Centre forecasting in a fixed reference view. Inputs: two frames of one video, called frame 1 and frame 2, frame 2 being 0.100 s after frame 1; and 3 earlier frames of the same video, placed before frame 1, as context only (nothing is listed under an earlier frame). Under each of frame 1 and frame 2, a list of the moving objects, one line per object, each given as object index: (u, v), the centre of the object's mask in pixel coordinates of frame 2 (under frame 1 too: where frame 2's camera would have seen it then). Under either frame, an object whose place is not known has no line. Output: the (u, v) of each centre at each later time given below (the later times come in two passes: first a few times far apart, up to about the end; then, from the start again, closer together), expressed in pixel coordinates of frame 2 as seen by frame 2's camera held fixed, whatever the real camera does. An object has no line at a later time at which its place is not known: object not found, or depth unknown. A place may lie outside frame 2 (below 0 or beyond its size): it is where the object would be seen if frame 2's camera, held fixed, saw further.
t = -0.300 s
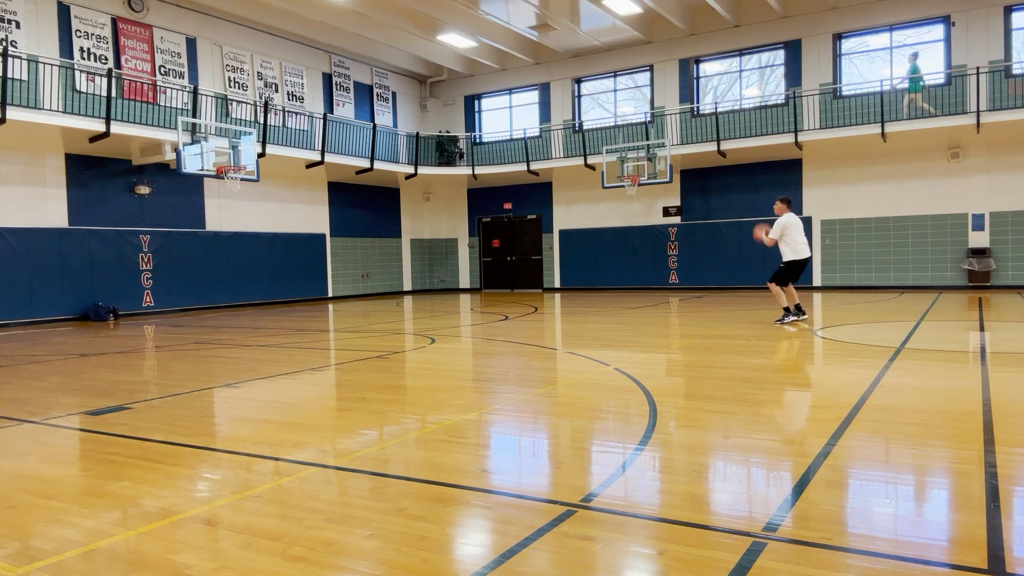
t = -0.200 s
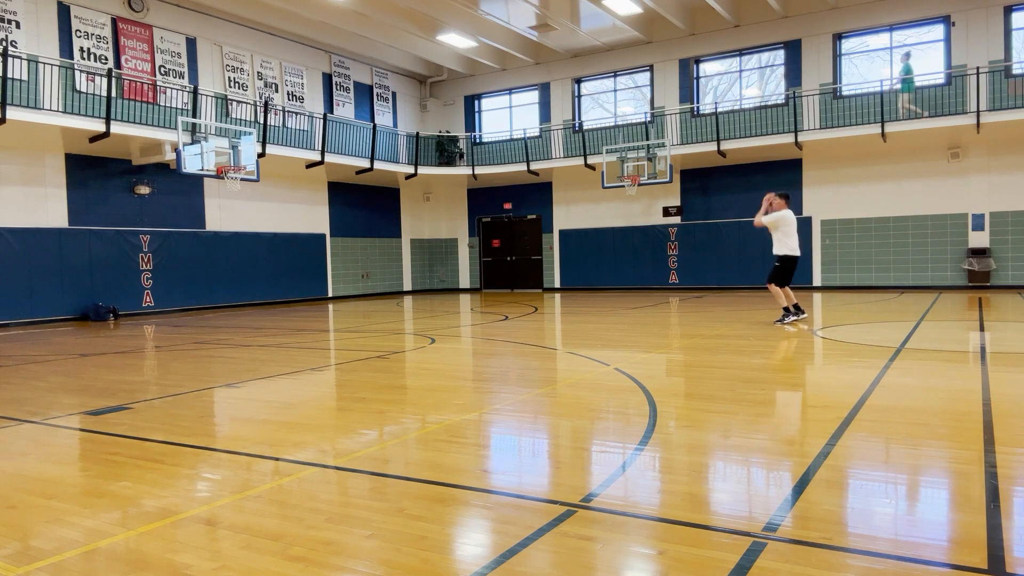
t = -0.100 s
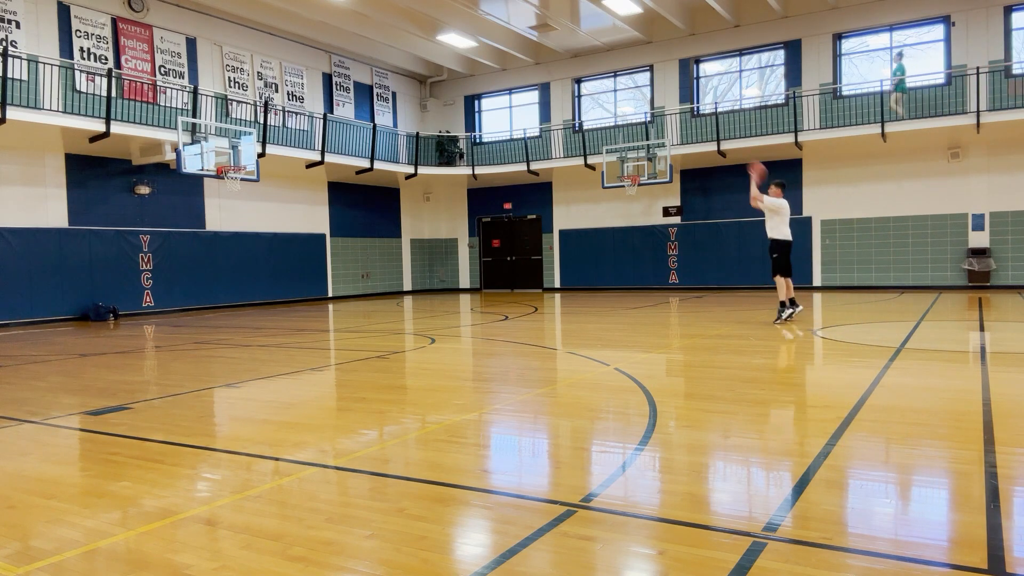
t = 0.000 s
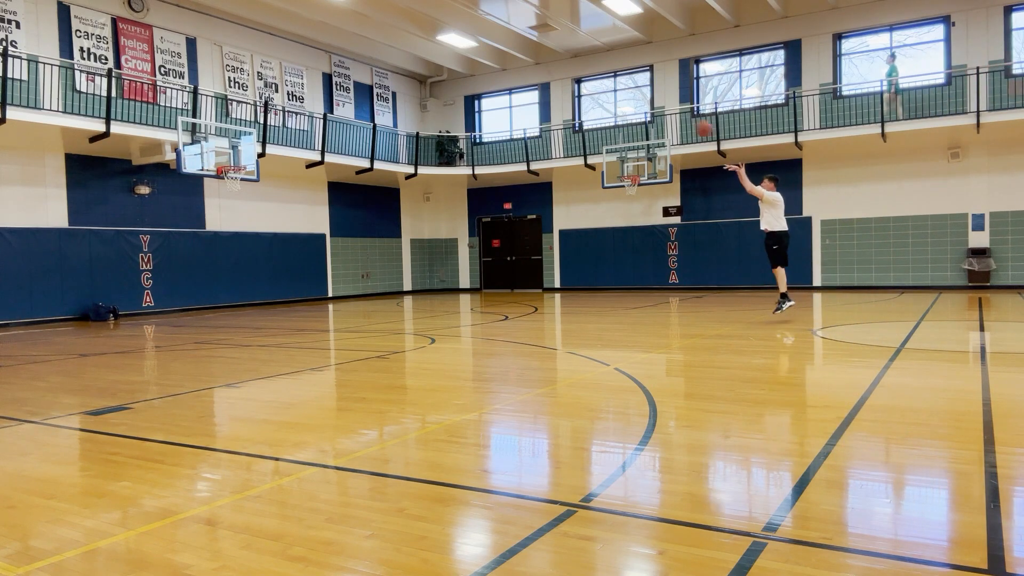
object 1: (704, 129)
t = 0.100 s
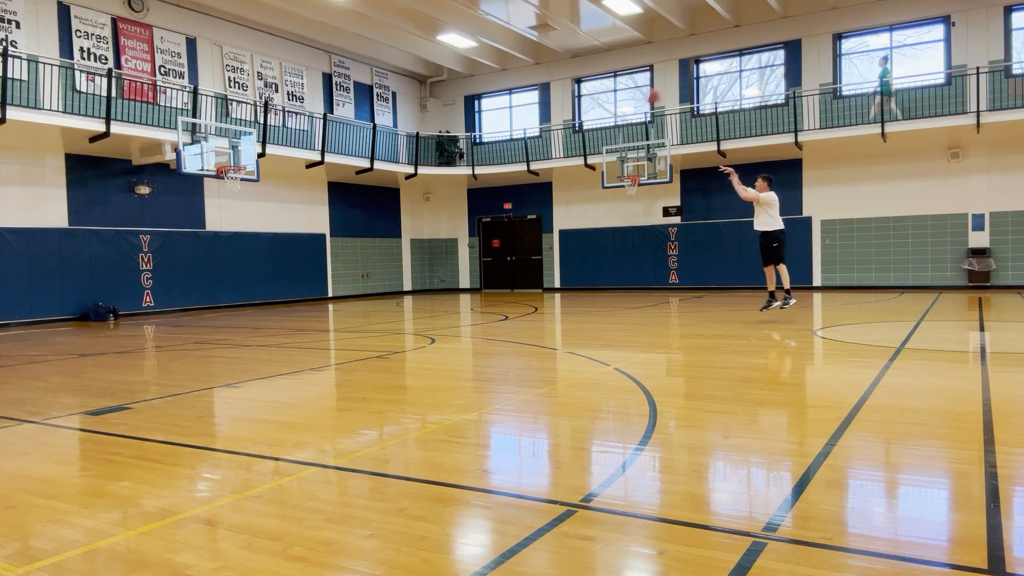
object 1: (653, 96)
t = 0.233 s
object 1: (588, 65)
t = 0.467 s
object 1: (489, 39)
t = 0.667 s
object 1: (415, 44)
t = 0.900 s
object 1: (339, 73)
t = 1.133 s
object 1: (271, 126)
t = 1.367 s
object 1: (223, 184)
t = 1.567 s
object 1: (224, 223)
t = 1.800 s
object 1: (226, 291)
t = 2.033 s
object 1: (230, 277)
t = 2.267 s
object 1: (236, 250)
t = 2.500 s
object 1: (243, 250)
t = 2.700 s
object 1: (250, 271)
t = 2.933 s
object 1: (258, 309)
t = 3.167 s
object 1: (261, 283)
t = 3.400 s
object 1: (265, 283)
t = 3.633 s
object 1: (271, 310)
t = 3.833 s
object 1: (274, 297)
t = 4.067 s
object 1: (279, 299)
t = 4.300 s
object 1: (283, 306)
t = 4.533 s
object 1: (288, 305)
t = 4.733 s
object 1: (292, 308)
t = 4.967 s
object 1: (296, 314)
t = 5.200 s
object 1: (300, 312)
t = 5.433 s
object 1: (305, 314)
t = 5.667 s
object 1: (310, 314)
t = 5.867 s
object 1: (313, 314)
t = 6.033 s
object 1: (316, 314)
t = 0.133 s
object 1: (635, 87)
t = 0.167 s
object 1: (619, 77)
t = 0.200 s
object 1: (603, 71)
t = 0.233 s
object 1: (588, 65)
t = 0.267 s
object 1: (573, 59)
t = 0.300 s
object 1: (558, 54)
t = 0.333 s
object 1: (544, 50)
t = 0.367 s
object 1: (529, 46)
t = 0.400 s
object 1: (516, 43)
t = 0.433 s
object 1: (503, 41)
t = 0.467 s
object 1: (489, 39)
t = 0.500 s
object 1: (477, 38)
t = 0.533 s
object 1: (464, 38)
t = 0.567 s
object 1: (451, 39)
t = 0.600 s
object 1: (437, 40)
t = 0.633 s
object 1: (427, 41)
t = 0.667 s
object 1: (415, 44)
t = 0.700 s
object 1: (404, 47)
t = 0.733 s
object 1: (392, 50)
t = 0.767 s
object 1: (381, 53)
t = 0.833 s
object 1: (360, 62)
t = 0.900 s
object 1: (339, 73)
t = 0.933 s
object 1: (329, 79)
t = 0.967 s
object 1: (319, 86)
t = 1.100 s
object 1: (280, 116)
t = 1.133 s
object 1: (271, 126)
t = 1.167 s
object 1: (263, 135)
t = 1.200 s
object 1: (255, 144)
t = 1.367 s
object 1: (223, 184)
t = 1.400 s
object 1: (224, 189)
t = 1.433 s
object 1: (224, 195)
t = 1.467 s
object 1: (224, 201)
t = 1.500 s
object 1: (224, 208)
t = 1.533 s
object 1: (224, 215)
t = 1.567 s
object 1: (224, 223)
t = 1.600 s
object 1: (224, 232)
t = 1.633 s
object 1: (225, 240)
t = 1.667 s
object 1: (225, 249)
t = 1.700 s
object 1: (225, 259)
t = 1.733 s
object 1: (225, 269)
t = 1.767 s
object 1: (226, 280)
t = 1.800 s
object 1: (226, 291)
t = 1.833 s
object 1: (226, 302)
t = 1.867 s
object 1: (227, 312)
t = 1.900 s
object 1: (227, 304)
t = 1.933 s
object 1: (228, 297)
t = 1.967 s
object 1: (229, 289)
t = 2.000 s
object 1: (229, 283)
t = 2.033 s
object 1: (230, 277)
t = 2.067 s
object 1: (231, 272)
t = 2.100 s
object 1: (232, 267)
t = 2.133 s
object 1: (233, 262)
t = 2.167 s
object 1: (233, 259)
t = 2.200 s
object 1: (234, 255)
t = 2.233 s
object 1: (235, 253)
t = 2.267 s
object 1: (236, 250)
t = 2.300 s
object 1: (237, 249)
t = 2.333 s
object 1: (238, 248)
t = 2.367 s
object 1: (239, 247)
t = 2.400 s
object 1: (240, 247)
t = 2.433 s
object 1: (241, 248)
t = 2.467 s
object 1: (242, 249)
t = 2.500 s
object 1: (243, 250)
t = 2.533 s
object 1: (244, 252)
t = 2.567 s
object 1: (245, 255)
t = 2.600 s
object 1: (246, 258)
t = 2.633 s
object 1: (247, 262)
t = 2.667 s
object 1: (248, 267)
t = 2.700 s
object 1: (250, 271)
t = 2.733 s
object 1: (251, 276)
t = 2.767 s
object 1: (252, 282)
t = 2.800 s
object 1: (253, 289)
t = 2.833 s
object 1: (255, 295)
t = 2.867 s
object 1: (256, 302)
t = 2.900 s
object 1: (257, 311)
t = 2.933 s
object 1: (258, 309)
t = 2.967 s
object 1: (258, 303)
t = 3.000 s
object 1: (259, 299)
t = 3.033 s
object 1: (259, 294)
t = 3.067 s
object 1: (259, 291)
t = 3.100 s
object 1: (260, 288)
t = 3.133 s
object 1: (260, 285)
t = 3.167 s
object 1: (261, 283)
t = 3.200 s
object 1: (262, 281)
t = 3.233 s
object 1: (262, 280)
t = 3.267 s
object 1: (263, 279)
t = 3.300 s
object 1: (263, 280)
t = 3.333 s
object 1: (264, 280)
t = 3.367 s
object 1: (265, 281)
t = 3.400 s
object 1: (265, 283)
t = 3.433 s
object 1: (266, 285)
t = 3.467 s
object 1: (267, 288)
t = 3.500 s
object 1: (267, 291)
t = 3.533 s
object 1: (268, 295)
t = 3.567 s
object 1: (269, 299)
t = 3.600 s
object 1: (270, 304)
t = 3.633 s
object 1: (271, 310)
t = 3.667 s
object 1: (271, 311)
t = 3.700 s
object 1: (272, 307)
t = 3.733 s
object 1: (272, 304)
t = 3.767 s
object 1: (273, 300)
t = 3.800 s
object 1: (274, 299)
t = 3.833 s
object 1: (274, 297)
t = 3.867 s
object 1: (275, 295)
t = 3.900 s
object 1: (275, 294)
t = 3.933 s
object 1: (276, 294)
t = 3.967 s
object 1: (276, 294)
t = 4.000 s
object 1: (277, 295)
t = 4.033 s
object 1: (278, 297)
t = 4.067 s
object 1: (279, 299)
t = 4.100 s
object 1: (279, 301)
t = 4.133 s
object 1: (280, 304)
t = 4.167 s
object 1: (281, 308)
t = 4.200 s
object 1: (281, 312)
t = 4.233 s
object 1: (282, 311)
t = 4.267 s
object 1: (283, 308)
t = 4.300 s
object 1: (283, 306)
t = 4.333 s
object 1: (284, 304)
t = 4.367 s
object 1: (285, 303)
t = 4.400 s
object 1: (285, 302)
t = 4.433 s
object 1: (286, 302)
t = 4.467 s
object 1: (287, 303)
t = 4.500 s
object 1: (287, 304)
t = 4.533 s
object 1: (288, 305)
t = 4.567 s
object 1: (288, 308)
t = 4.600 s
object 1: (289, 310)
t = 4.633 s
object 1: (290, 314)
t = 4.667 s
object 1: (290, 312)
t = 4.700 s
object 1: (291, 310)
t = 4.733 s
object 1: (292, 308)
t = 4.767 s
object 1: (292, 307)
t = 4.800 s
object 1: (293, 307)
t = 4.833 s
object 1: (293, 307)
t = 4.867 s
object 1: (294, 308)
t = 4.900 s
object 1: (295, 309)
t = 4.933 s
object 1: (295, 311)
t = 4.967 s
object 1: (296, 314)
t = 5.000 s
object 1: (297, 312)
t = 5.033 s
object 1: (297, 311)
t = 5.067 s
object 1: (298, 310)
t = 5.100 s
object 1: (298, 310)
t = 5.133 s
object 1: (299, 310)
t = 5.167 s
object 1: (300, 311)
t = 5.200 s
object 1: (300, 312)
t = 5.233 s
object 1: (301, 314)
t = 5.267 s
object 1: (301, 313)
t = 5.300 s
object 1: (302, 312)
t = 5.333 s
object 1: (303, 311)
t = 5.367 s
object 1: (304, 311)
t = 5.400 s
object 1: (304, 312)
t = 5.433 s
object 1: (305, 314)
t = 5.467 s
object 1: (306, 314)
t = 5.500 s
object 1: (306, 313)
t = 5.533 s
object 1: (307, 313)
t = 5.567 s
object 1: (308, 313)
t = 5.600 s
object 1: (308, 314)
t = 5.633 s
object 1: (309, 314)
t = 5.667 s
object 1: (310, 314)
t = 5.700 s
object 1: (310, 313)
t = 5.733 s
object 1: (311, 314)
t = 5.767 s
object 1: (311, 314)
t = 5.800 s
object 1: (312, 314)
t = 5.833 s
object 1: (312, 314)
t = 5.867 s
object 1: (313, 314)
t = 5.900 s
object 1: (314, 314)
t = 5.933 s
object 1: (314, 314)
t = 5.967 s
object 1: (315, 315)
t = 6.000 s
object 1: (316, 314)
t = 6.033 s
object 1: (316, 314)
